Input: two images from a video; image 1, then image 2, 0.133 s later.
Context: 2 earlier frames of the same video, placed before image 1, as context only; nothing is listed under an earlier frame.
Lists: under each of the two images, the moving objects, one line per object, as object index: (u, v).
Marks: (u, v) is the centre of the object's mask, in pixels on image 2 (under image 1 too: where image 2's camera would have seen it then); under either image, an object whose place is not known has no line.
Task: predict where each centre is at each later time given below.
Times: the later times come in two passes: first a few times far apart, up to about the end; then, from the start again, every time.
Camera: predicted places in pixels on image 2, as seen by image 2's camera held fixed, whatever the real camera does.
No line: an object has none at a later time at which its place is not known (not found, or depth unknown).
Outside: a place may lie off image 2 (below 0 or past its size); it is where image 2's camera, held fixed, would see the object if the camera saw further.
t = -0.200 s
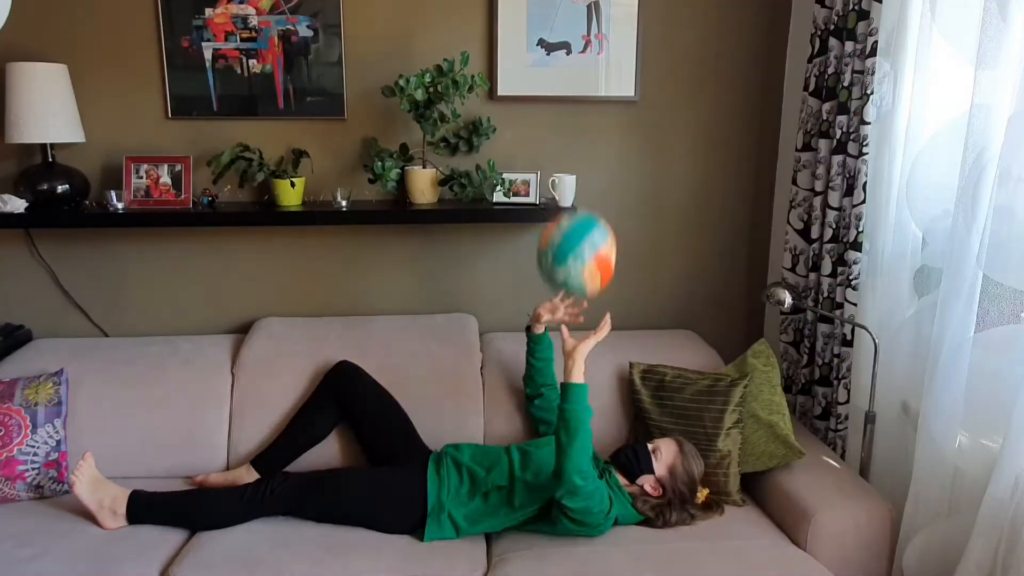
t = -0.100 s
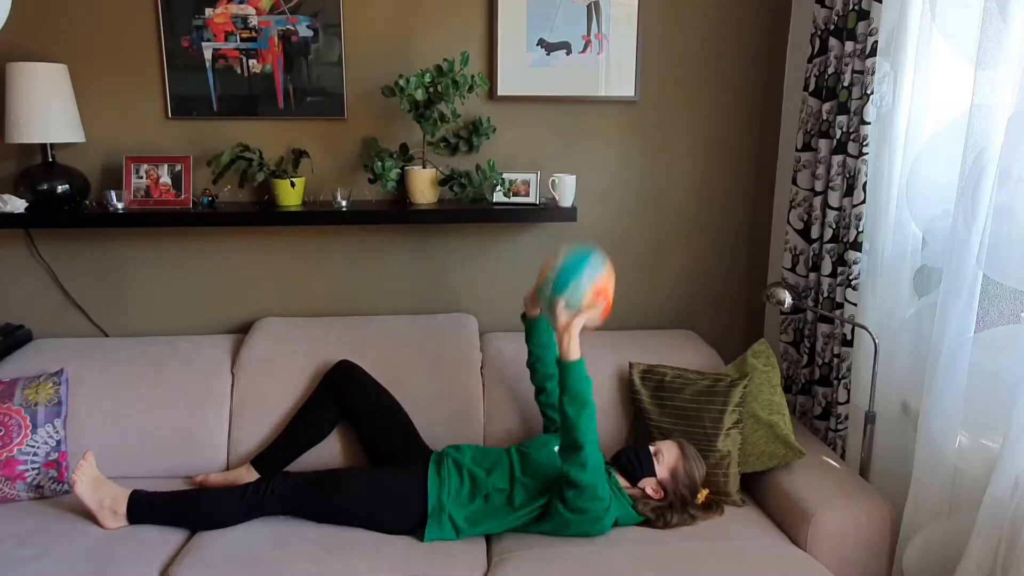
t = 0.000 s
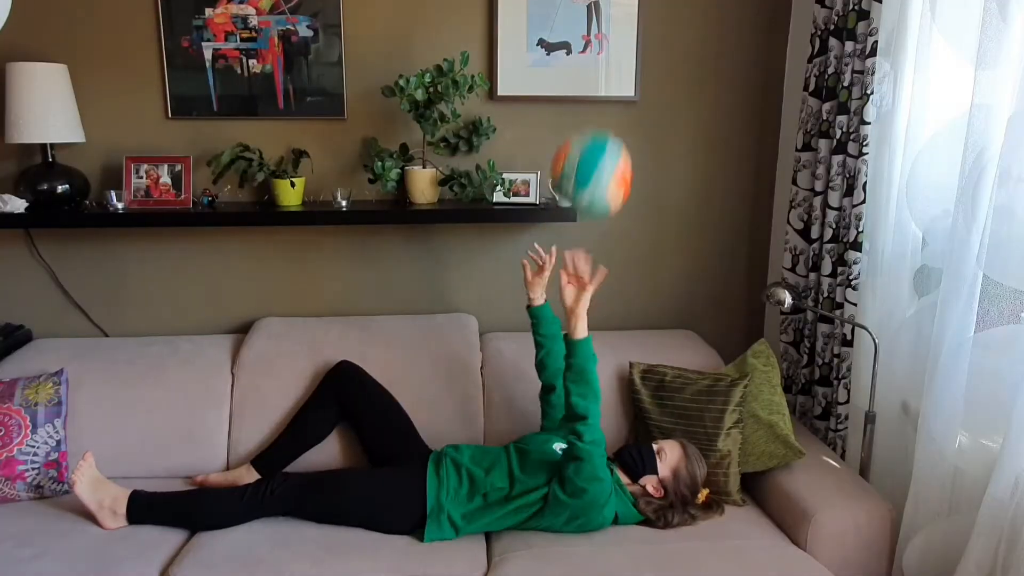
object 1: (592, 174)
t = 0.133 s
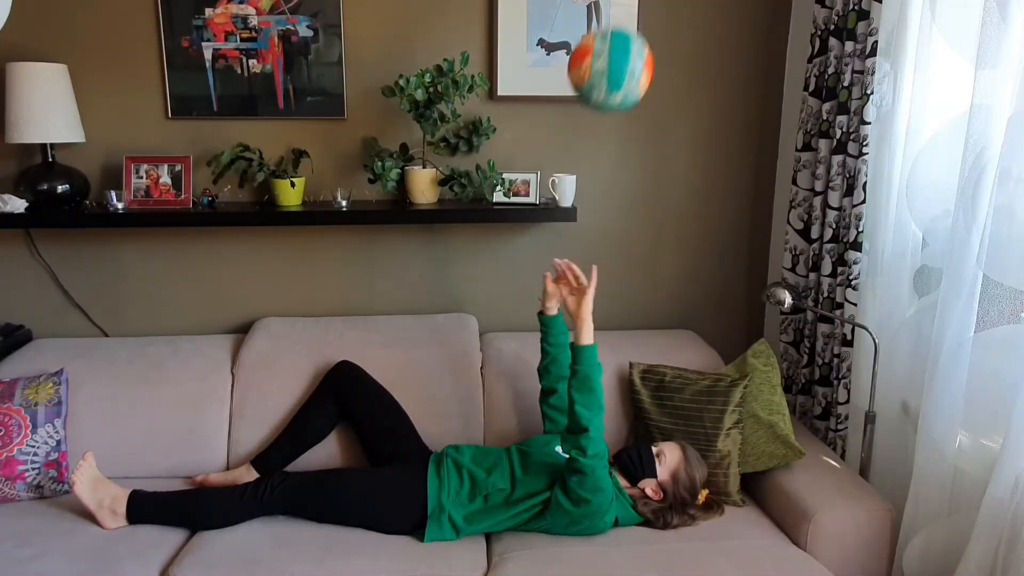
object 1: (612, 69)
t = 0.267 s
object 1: (629, 32)
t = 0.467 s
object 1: (654, 95)
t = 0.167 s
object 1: (616, 51)
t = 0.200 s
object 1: (621, 39)
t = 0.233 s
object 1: (624, 34)
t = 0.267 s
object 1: (629, 32)
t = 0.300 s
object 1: (633, 32)
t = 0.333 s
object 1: (638, 35)
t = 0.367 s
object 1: (642, 42)
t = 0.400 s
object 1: (646, 54)
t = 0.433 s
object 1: (650, 72)
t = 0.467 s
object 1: (654, 95)
